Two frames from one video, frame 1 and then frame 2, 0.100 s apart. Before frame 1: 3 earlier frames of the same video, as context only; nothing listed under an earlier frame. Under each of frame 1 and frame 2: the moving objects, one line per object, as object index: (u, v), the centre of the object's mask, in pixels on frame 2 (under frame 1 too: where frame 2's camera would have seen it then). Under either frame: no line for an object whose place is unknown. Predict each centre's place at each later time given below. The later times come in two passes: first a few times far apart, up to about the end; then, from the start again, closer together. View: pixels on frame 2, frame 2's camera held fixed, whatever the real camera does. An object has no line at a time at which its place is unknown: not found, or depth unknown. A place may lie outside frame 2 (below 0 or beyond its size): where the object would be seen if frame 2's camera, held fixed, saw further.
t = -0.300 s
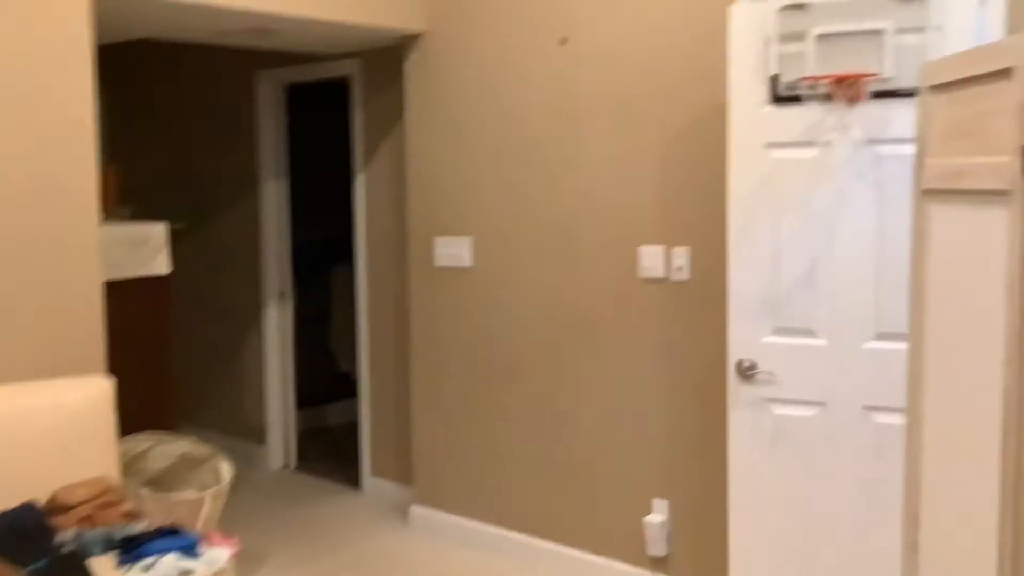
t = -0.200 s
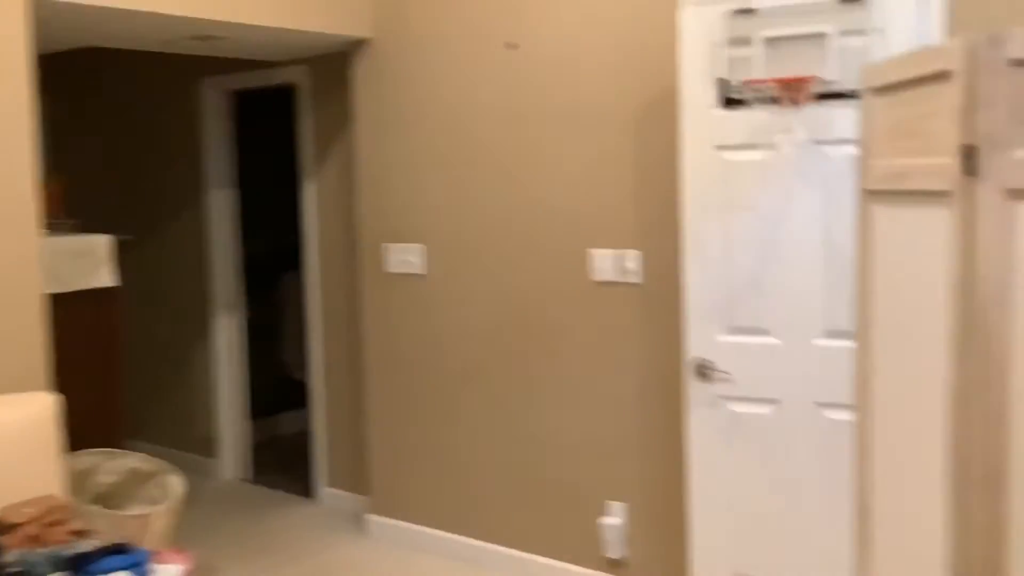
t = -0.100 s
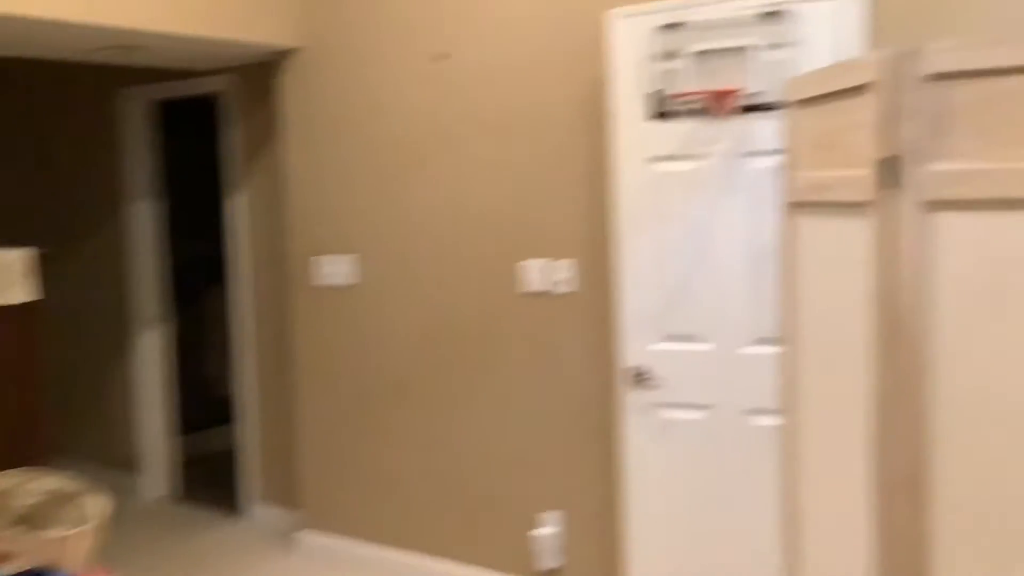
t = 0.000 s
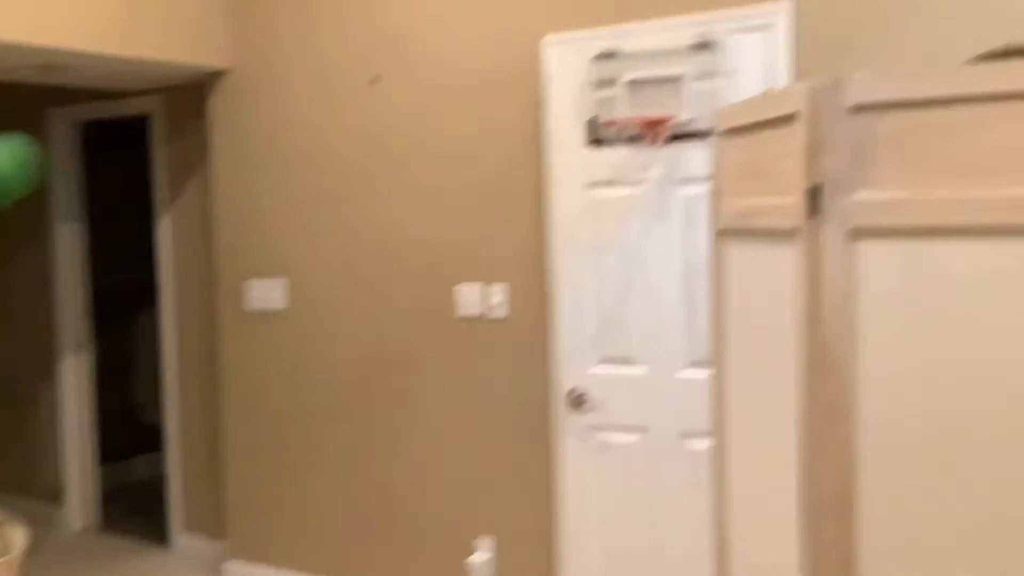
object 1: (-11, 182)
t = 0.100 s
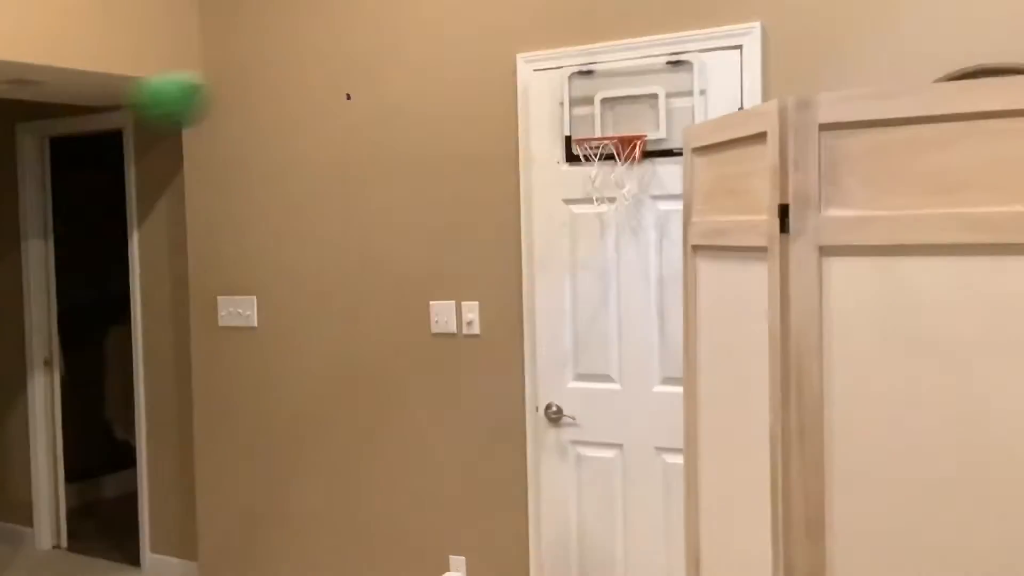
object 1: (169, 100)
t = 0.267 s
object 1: (429, 73)
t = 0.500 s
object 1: (633, 111)
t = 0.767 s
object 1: (600, 59)
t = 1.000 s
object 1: (594, 120)
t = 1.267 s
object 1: (610, 209)
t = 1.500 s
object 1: (598, 434)
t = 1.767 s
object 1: (566, 603)
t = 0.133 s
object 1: (232, 83)
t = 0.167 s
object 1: (284, 75)
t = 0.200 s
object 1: (336, 70)
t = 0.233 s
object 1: (383, 70)
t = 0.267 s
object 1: (429, 73)
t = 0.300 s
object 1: (471, 80)
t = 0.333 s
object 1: (511, 90)
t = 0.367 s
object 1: (552, 105)
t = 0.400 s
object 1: (587, 119)
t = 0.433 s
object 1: (609, 120)
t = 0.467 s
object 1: (628, 119)
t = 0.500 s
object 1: (633, 111)
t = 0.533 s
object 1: (633, 94)
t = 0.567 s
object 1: (632, 83)
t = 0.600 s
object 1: (626, 69)
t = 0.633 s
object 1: (621, 61)
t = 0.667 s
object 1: (616, 55)
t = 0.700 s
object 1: (611, 53)
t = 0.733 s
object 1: (605, 54)
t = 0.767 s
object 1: (600, 59)
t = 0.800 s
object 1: (595, 68)
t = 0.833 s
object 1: (590, 80)
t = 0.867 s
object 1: (585, 94)
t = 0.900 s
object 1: (580, 116)
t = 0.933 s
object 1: (582, 124)
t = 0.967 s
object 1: (587, 123)
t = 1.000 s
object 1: (594, 120)
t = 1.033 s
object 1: (604, 121)
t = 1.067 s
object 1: (614, 128)
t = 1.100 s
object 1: (622, 146)
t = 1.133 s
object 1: (620, 153)
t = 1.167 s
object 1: (618, 161)
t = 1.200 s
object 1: (614, 173)
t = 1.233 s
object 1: (612, 189)
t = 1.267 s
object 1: (610, 209)
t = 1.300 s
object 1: (608, 230)
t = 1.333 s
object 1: (606, 256)
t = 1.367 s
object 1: (603, 285)
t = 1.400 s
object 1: (601, 319)
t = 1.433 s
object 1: (600, 355)
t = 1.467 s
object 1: (599, 395)
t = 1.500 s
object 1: (598, 434)
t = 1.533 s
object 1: (595, 481)
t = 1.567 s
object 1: (592, 525)
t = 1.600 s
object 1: (588, 572)
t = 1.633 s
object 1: (586, 615)
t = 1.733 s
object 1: (569, 629)
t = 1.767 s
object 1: (566, 603)
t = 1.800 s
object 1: (561, 576)
